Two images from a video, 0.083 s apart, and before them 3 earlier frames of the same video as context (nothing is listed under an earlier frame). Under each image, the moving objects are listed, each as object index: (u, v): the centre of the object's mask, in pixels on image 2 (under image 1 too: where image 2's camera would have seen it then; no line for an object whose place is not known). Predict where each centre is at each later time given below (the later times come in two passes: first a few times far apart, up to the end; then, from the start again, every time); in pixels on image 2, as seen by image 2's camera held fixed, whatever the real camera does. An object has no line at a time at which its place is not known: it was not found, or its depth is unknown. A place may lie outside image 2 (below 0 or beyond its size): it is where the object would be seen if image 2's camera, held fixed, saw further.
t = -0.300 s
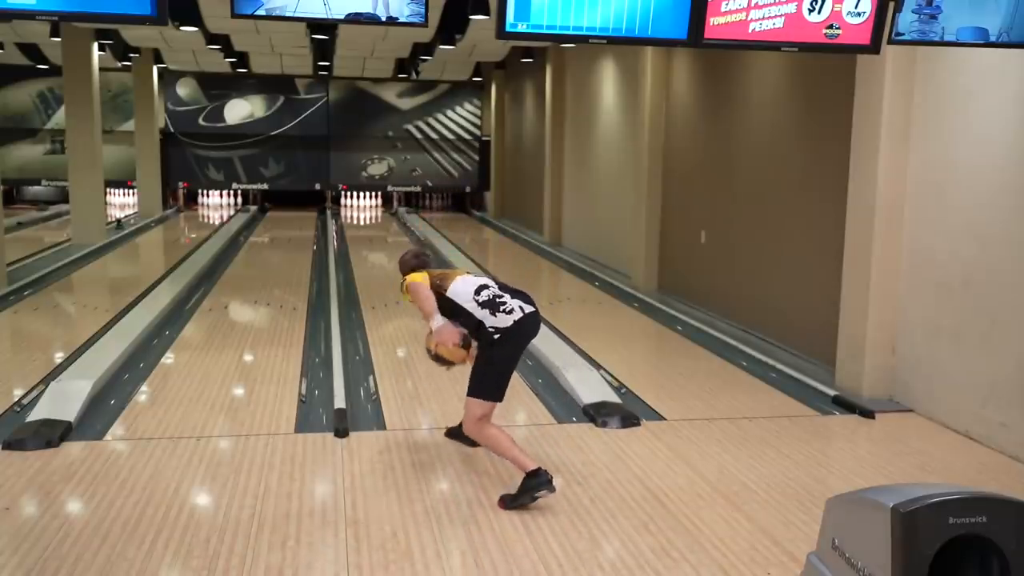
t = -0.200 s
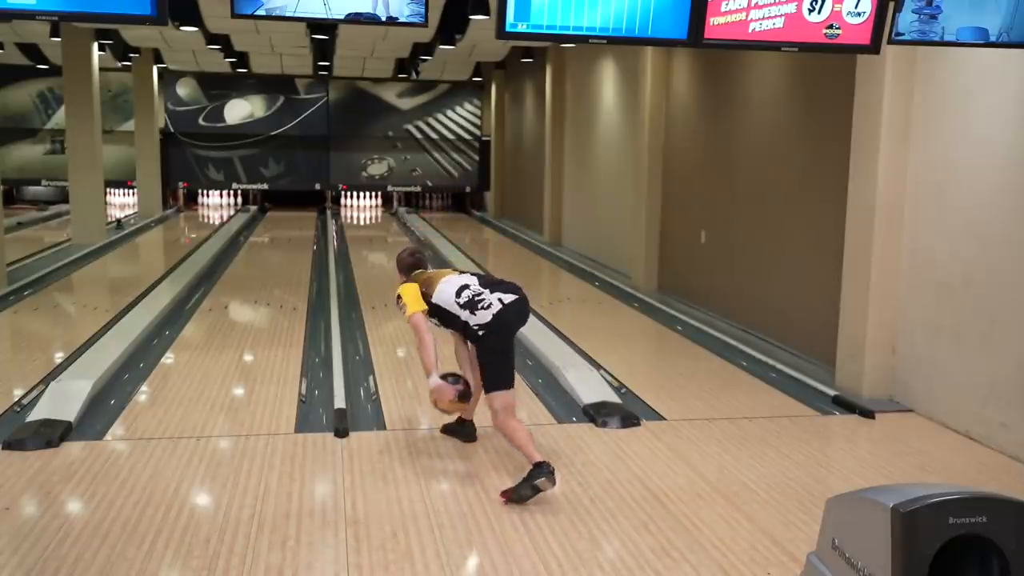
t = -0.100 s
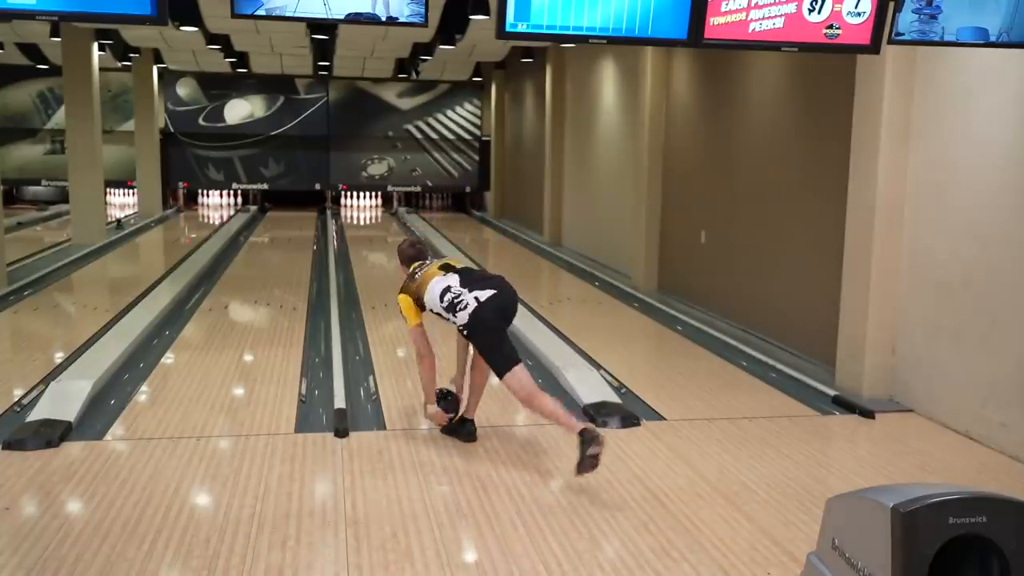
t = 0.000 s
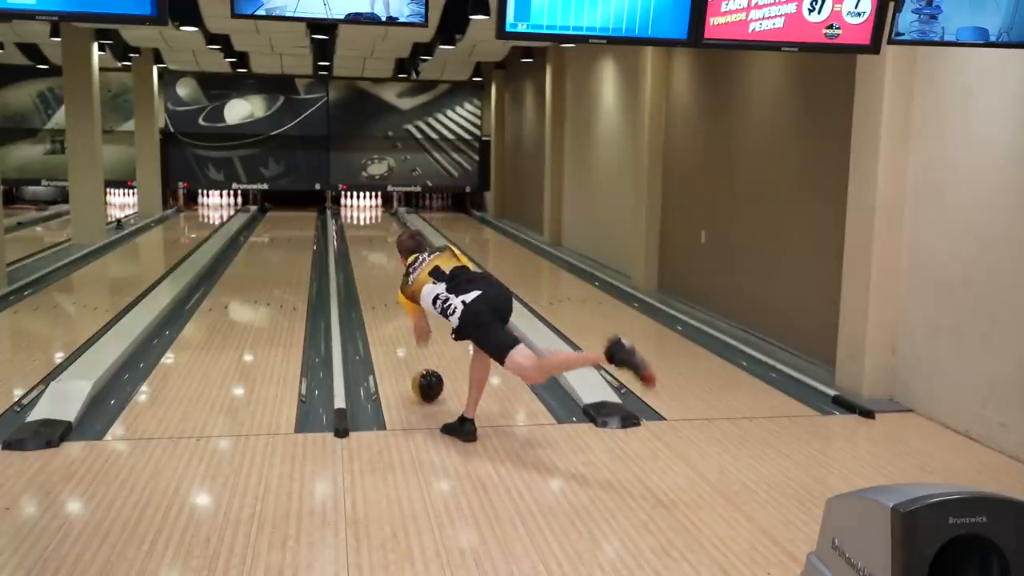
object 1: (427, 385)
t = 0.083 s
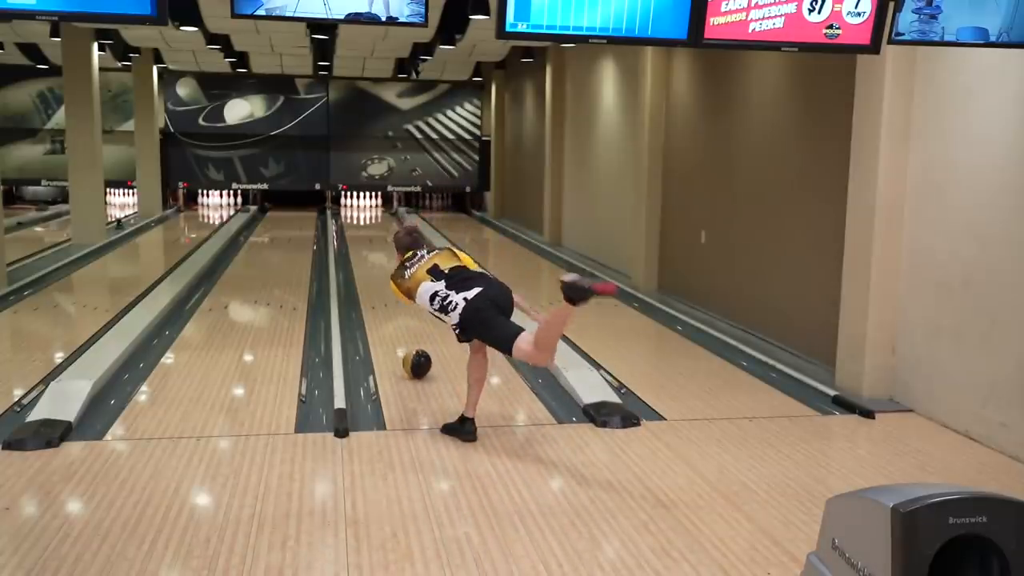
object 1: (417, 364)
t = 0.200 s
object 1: (405, 339)
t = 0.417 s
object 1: (390, 303)
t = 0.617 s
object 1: (380, 281)
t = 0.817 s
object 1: (372, 263)
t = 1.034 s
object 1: (366, 248)
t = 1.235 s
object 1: (362, 238)
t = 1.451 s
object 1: (359, 228)
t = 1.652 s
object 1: (357, 221)
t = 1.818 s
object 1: (356, 216)
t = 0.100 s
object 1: (415, 360)
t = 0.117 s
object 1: (413, 356)
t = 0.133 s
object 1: (412, 352)
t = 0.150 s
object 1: (410, 348)
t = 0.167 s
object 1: (408, 345)
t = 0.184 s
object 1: (407, 342)
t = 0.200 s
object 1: (405, 339)
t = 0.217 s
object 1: (404, 335)
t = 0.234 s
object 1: (402, 332)
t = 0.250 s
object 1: (401, 329)
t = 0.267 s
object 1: (400, 326)
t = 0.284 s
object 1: (398, 323)
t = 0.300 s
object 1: (397, 321)
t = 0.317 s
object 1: (396, 318)
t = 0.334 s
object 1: (395, 315)
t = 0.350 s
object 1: (394, 313)
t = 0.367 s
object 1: (393, 311)
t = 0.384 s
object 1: (392, 308)
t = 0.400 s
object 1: (391, 305)
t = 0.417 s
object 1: (390, 303)
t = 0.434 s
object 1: (388, 301)
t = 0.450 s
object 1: (388, 299)
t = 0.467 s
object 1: (387, 297)
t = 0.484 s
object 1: (386, 295)
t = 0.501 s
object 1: (386, 293)
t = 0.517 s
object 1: (384, 291)
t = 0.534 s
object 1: (383, 289)
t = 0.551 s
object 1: (382, 288)
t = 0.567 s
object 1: (382, 286)
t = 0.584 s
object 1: (381, 284)
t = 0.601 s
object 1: (380, 282)
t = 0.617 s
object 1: (380, 281)
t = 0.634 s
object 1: (379, 279)
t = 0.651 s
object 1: (378, 277)
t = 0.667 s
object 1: (377, 276)
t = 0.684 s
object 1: (376, 274)
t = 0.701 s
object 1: (376, 273)
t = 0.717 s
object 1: (375, 271)
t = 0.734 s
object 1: (374, 270)
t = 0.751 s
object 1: (374, 269)
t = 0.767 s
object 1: (374, 267)
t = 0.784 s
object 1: (373, 265)
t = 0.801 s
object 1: (373, 264)
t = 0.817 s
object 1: (372, 263)
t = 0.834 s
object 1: (372, 262)
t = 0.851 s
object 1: (371, 260)
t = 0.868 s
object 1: (371, 260)
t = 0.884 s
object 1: (371, 259)
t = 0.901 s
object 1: (370, 257)
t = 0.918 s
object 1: (369, 256)
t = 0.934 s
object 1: (369, 254)
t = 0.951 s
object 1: (368, 253)
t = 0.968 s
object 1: (368, 253)
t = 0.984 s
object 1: (367, 251)
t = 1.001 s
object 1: (368, 251)
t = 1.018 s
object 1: (367, 250)
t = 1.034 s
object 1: (366, 248)
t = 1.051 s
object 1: (366, 247)
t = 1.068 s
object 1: (365, 246)
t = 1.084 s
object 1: (365, 246)
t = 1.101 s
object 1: (365, 244)
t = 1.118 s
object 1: (365, 243)
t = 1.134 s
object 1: (365, 243)
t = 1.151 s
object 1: (364, 242)
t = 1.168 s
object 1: (364, 241)
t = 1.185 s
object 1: (363, 240)
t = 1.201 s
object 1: (363, 239)
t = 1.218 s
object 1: (363, 238)
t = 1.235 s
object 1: (362, 238)
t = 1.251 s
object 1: (362, 237)
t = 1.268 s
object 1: (362, 237)
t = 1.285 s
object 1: (361, 236)
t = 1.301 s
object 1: (361, 234)
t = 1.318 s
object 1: (361, 233)
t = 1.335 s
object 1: (361, 233)
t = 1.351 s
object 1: (360, 232)
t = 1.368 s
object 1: (360, 232)
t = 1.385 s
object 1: (360, 231)
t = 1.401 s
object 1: (360, 231)
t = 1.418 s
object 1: (359, 230)
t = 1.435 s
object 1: (359, 229)
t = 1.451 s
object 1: (359, 228)
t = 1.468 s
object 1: (359, 227)
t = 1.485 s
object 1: (359, 227)
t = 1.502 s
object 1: (358, 226)
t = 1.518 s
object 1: (358, 226)
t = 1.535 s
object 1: (358, 226)
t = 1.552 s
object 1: (358, 225)
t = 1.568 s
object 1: (358, 224)
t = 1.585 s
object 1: (358, 223)
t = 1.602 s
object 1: (357, 223)
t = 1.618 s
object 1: (357, 222)
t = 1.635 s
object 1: (357, 221)
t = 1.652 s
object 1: (357, 221)
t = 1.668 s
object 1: (357, 220)
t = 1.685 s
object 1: (357, 220)
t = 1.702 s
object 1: (357, 220)
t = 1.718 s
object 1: (357, 218)
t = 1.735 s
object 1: (356, 218)
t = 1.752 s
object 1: (356, 218)
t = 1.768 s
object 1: (356, 217)
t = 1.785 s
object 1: (356, 217)
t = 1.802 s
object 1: (356, 216)
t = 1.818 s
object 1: (356, 216)
